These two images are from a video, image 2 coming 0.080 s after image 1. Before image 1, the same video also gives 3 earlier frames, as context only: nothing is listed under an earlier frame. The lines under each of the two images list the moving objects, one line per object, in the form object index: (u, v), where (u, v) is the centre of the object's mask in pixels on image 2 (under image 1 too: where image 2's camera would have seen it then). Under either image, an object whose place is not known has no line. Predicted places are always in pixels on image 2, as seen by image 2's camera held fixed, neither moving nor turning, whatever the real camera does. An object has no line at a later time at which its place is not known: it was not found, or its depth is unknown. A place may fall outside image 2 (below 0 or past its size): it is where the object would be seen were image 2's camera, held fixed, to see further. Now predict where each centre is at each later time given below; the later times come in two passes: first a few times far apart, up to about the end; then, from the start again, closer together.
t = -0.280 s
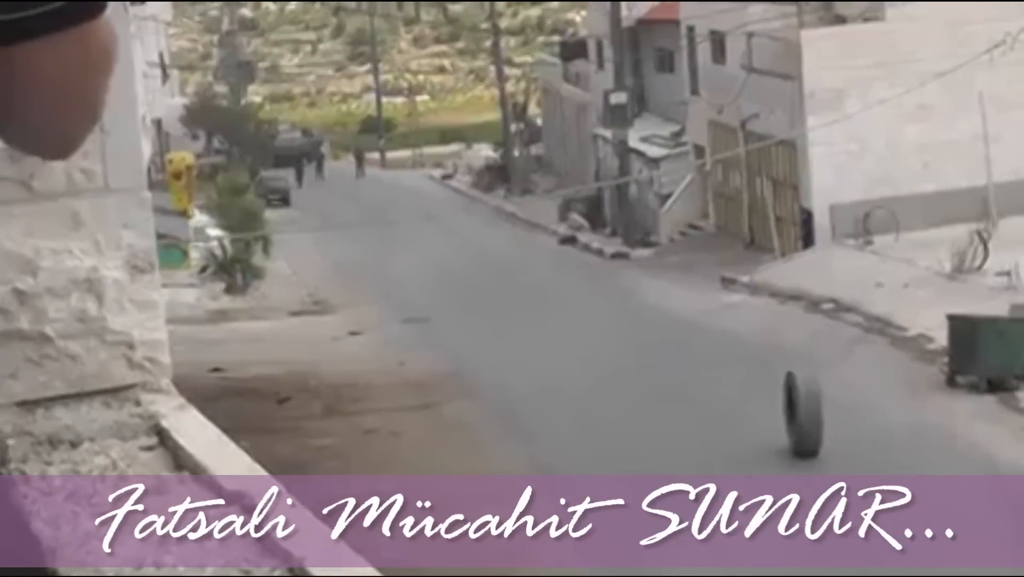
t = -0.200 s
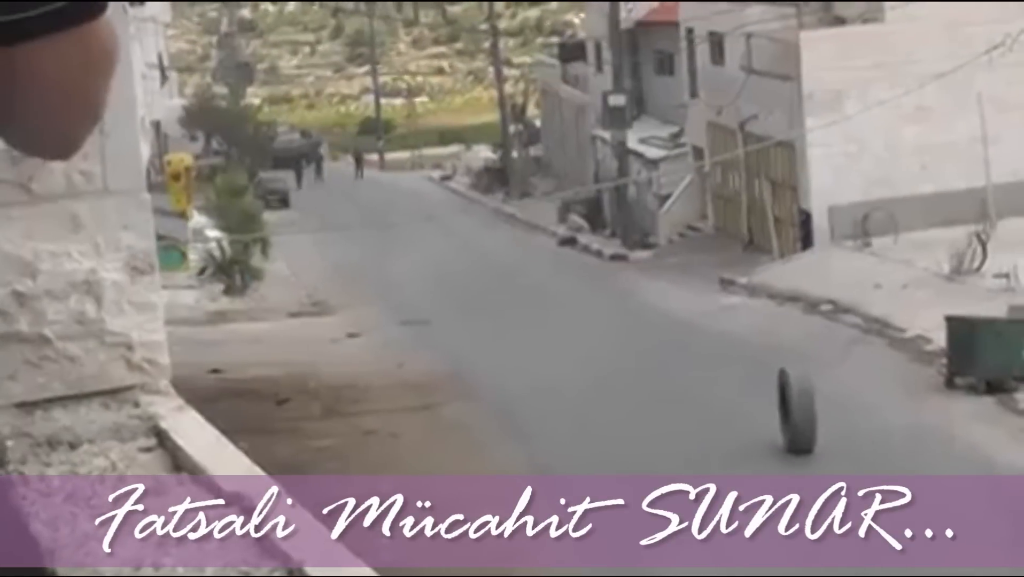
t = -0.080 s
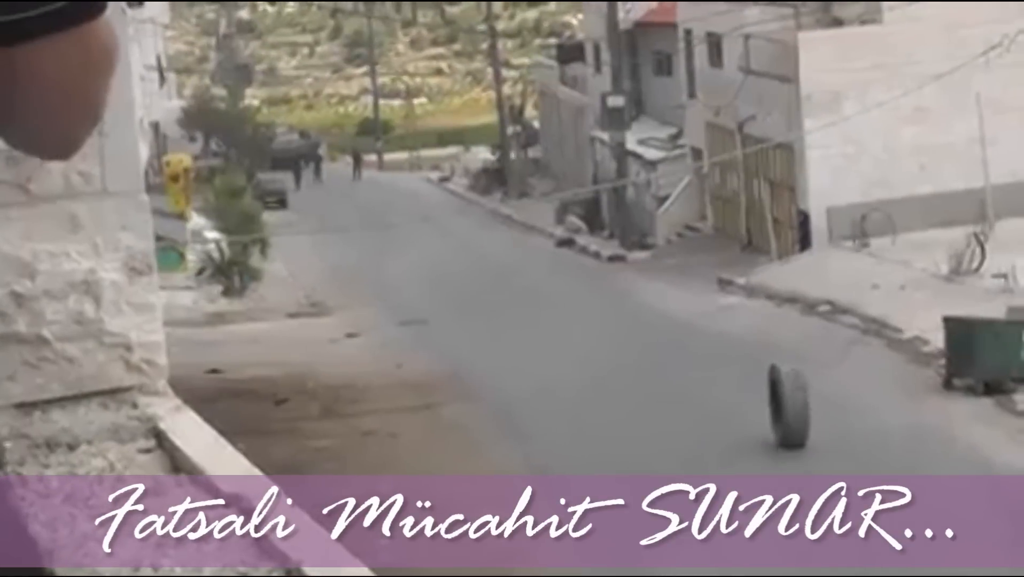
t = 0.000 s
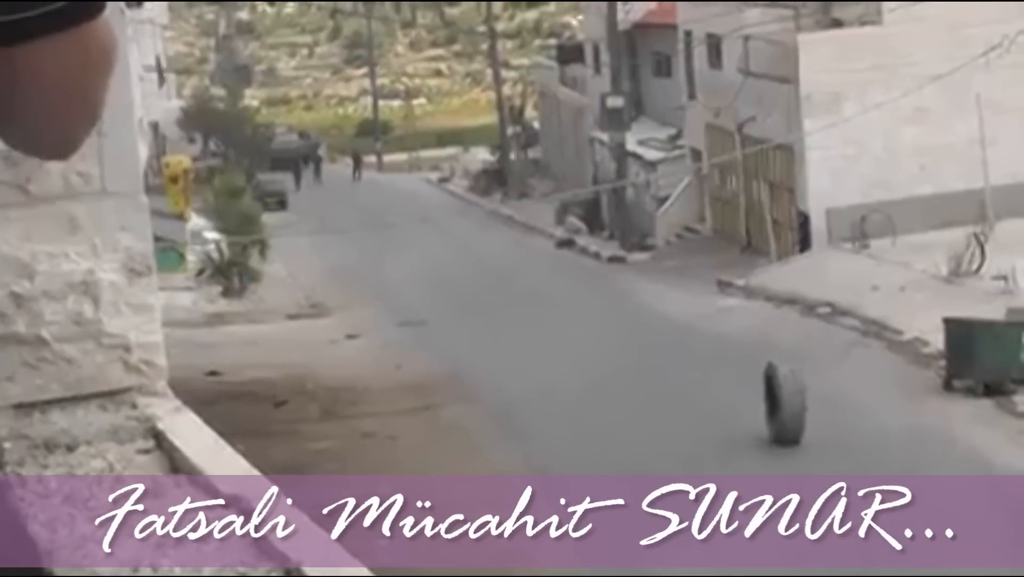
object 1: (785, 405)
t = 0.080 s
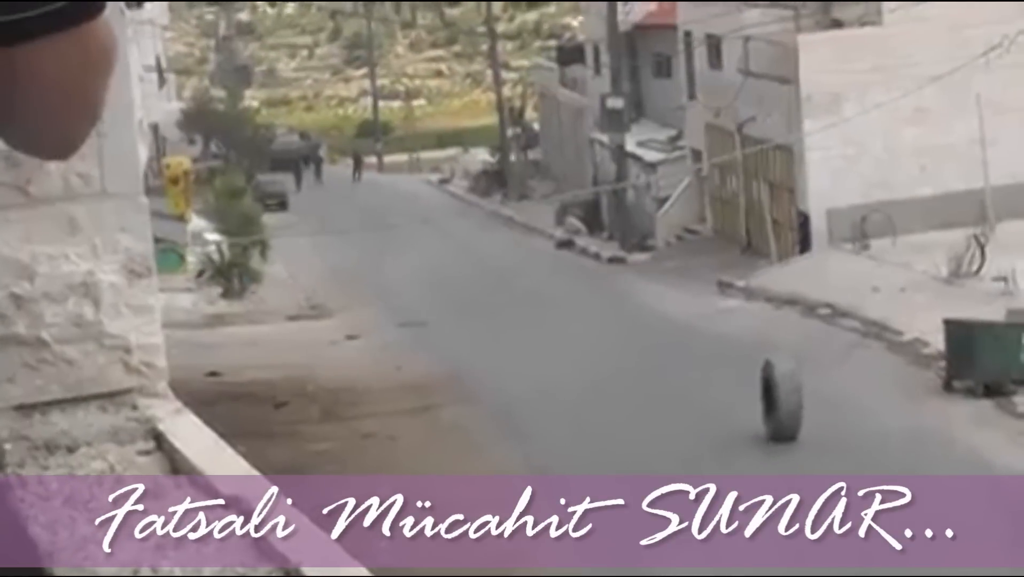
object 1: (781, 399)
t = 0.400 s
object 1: (764, 385)
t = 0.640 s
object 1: (754, 376)
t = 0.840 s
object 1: (747, 368)
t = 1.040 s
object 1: (740, 361)
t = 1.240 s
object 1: (735, 352)
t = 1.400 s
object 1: (730, 346)
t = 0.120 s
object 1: (779, 396)
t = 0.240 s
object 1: (772, 393)
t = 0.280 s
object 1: (771, 390)
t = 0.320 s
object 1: (769, 387)
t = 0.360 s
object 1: (766, 386)
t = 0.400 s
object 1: (764, 385)
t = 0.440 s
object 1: (762, 385)
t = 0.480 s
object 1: (761, 384)
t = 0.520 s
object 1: (759, 382)
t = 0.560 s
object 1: (758, 380)
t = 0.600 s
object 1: (755, 378)
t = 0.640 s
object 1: (754, 376)
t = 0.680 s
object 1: (753, 375)
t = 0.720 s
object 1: (751, 373)
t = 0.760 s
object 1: (750, 371)
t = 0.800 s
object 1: (749, 368)
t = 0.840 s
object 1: (747, 368)
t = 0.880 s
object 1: (745, 369)
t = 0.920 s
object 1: (744, 367)
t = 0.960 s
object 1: (742, 365)
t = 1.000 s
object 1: (741, 363)
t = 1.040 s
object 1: (740, 361)
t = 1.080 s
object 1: (739, 360)
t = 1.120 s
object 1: (738, 357)
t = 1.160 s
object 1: (738, 356)
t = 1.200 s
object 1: (736, 354)
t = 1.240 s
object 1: (735, 352)
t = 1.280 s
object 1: (734, 350)
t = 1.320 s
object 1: (732, 350)
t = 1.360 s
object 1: (731, 349)
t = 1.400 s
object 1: (730, 346)
